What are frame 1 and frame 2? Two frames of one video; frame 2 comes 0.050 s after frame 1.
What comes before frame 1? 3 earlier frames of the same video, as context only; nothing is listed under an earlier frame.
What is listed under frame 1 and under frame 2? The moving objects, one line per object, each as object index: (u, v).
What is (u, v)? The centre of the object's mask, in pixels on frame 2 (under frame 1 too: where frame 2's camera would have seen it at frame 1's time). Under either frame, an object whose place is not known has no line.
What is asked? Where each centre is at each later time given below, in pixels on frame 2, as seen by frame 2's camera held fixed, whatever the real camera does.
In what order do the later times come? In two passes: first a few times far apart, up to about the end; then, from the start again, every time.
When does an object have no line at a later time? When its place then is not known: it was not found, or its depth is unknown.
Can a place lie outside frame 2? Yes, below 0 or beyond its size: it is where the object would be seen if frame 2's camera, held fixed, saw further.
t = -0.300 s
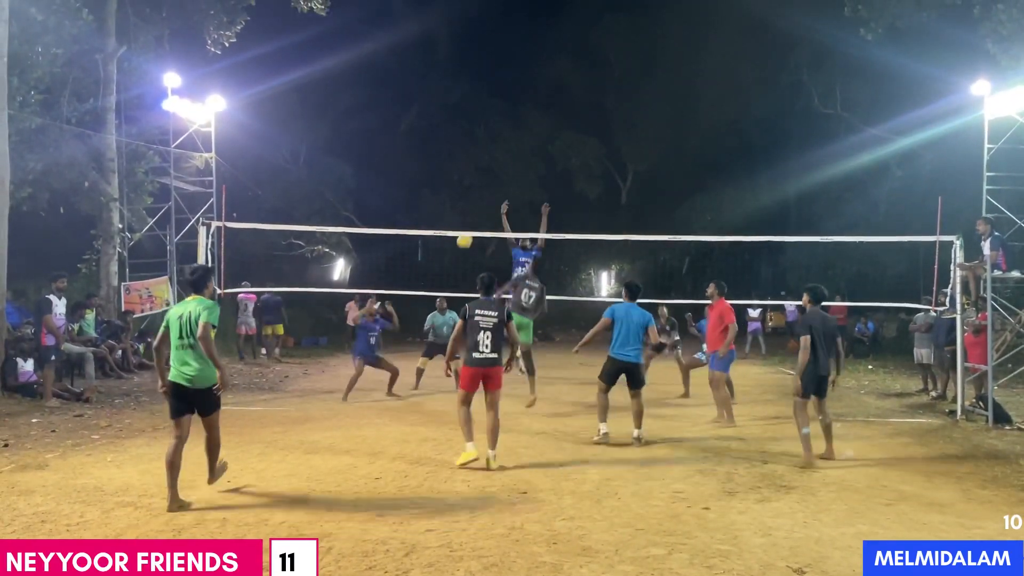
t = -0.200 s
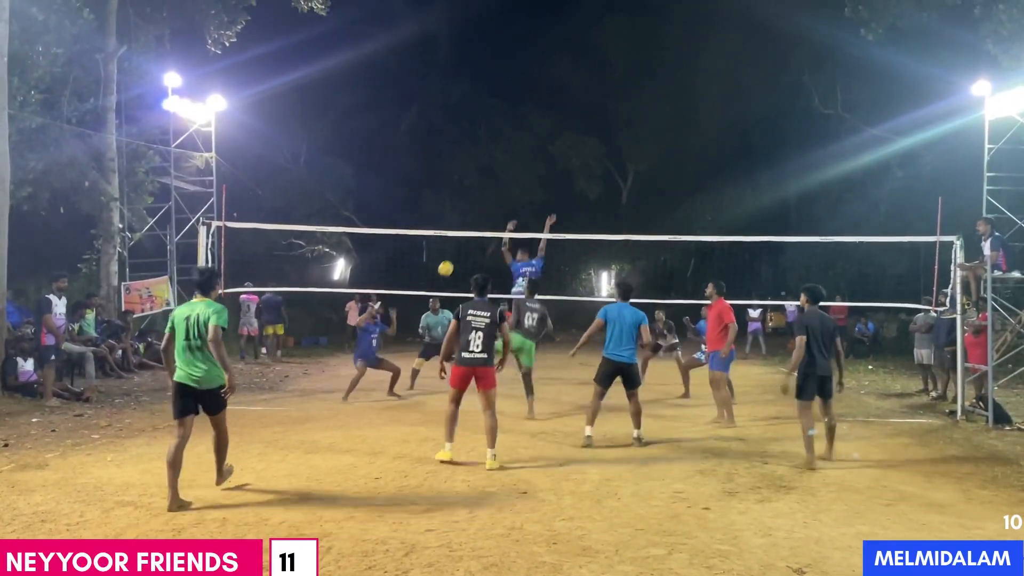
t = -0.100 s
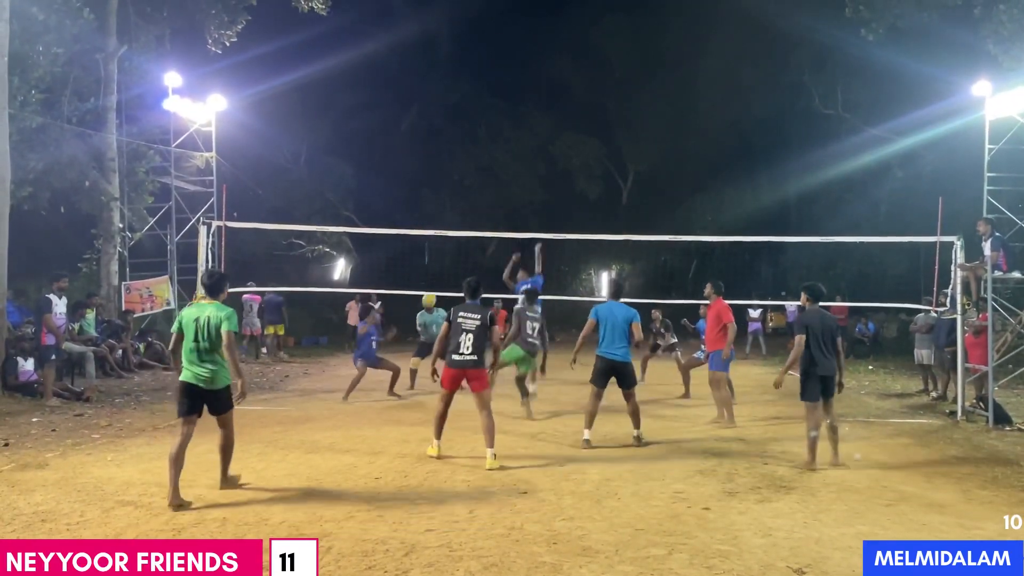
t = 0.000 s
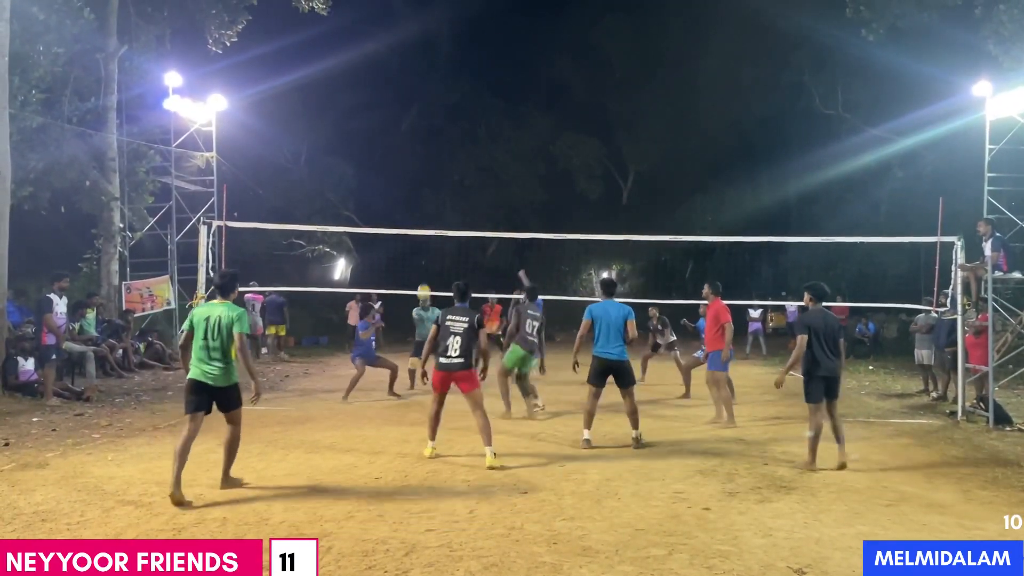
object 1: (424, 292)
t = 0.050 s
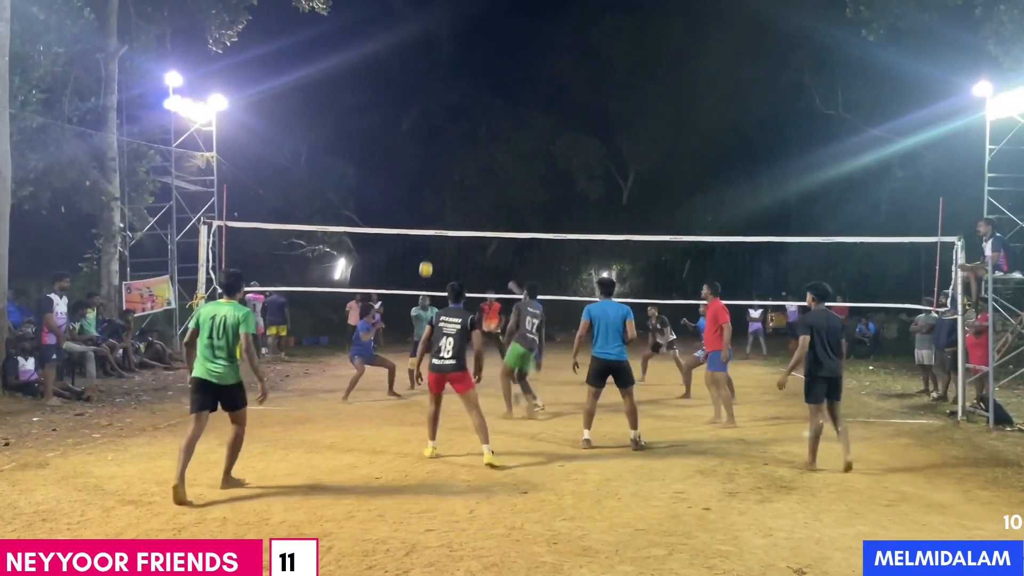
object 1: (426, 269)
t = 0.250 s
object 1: (433, 192)
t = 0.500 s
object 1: (442, 128)
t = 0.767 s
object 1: (450, 101)
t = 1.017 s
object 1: (459, 118)
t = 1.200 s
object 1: (464, 156)
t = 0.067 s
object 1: (426, 262)
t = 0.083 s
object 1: (427, 255)
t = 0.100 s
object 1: (428, 247)
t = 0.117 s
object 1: (428, 241)
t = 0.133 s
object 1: (429, 234)
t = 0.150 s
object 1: (430, 226)
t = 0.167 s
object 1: (430, 222)
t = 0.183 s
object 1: (431, 215)
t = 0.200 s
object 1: (431, 209)
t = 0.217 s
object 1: (432, 204)
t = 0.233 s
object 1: (432, 197)
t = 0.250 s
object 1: (433, 192)
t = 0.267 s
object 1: (434, 186)
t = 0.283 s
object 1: (434, 181)
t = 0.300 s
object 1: (435, 176)
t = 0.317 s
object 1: (435, 171)
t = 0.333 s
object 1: (436, 166)
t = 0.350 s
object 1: (436, 162)
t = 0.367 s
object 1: (437, 158)
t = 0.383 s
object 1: (438, 153)
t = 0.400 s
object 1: (438, 149)
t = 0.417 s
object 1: (439, 145)
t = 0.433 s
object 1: (439, 141)
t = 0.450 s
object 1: (440, 138)
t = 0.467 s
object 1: (440, 134)
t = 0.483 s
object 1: (441, 131)
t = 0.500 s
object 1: (442, 128)
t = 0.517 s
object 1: (442, 125)
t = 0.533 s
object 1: (442, 122)
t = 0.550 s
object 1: (443, 119)
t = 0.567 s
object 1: (444, 117)
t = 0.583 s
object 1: (444, 115)
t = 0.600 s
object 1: (445, 113)
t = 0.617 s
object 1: (445, 111)
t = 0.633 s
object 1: (446, 109)
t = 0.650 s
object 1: (446, 107)
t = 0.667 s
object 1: (447, 106)
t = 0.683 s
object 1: (448, 105)
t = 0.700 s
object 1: (448, 104)
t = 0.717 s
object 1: (448, 103)
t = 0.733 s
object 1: (449, 102)
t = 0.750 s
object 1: (450, 101)
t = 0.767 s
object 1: (450, 101)
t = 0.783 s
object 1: (451, 101)
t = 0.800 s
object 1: (451, 101)
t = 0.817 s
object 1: (452, 101)
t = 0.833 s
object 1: (452, 101)
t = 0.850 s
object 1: (453, 102)
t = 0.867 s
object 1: (454, 103)
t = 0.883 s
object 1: (454, 104)
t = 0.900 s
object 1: (455, 105)
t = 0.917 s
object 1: (455, 106)
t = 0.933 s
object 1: (456, 107)
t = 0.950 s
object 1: (456, 109)
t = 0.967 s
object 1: (457, 111)
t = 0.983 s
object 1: (457, 113)
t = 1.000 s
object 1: (458, 115)
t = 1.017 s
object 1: (459, 118)
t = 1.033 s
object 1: (459, 120)
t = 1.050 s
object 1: (460, 123)
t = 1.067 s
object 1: (460, 126)
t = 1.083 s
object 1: (461, 129)
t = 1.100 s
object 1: (461, 133)
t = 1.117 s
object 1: (462, 136)
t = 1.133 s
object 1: (462, 140)
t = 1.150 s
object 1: (463, 143)
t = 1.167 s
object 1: (464, 148)
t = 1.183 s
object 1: (464, 152)
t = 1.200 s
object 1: (464, 156)
